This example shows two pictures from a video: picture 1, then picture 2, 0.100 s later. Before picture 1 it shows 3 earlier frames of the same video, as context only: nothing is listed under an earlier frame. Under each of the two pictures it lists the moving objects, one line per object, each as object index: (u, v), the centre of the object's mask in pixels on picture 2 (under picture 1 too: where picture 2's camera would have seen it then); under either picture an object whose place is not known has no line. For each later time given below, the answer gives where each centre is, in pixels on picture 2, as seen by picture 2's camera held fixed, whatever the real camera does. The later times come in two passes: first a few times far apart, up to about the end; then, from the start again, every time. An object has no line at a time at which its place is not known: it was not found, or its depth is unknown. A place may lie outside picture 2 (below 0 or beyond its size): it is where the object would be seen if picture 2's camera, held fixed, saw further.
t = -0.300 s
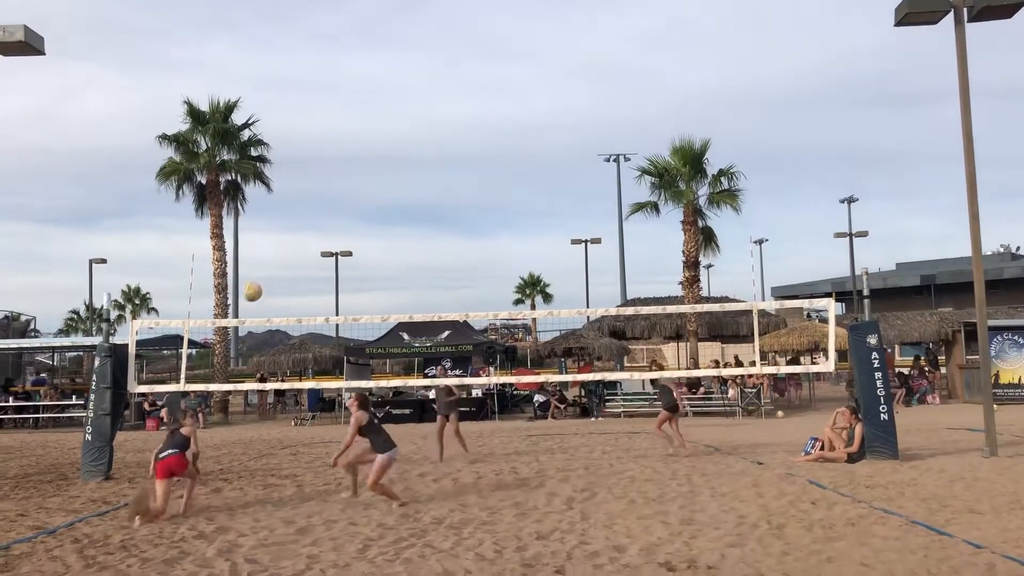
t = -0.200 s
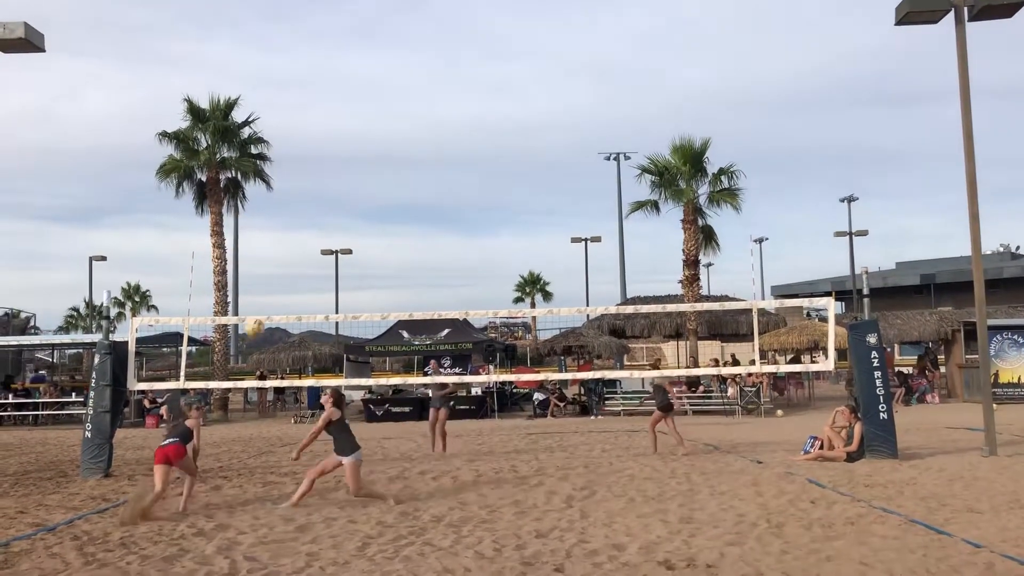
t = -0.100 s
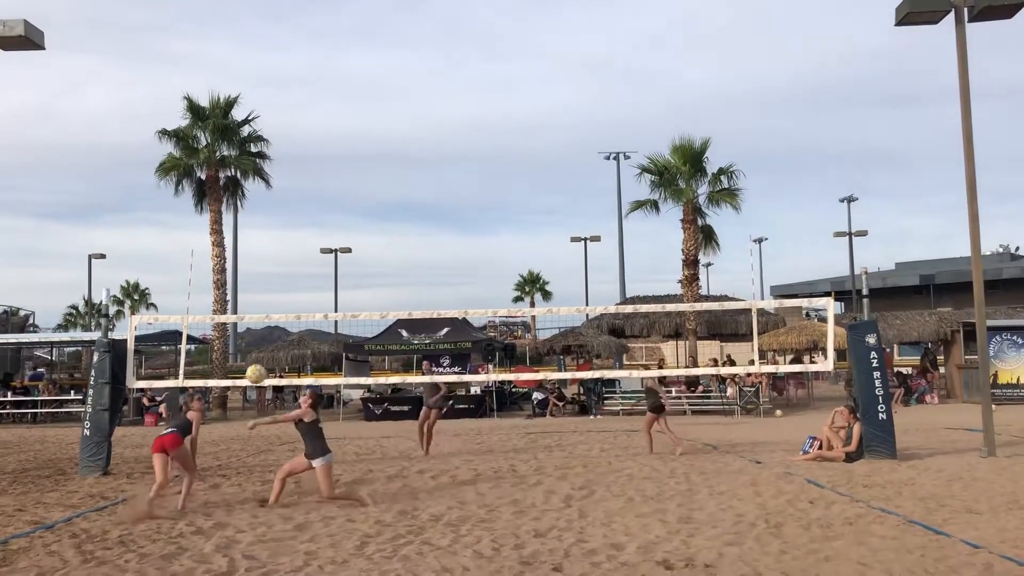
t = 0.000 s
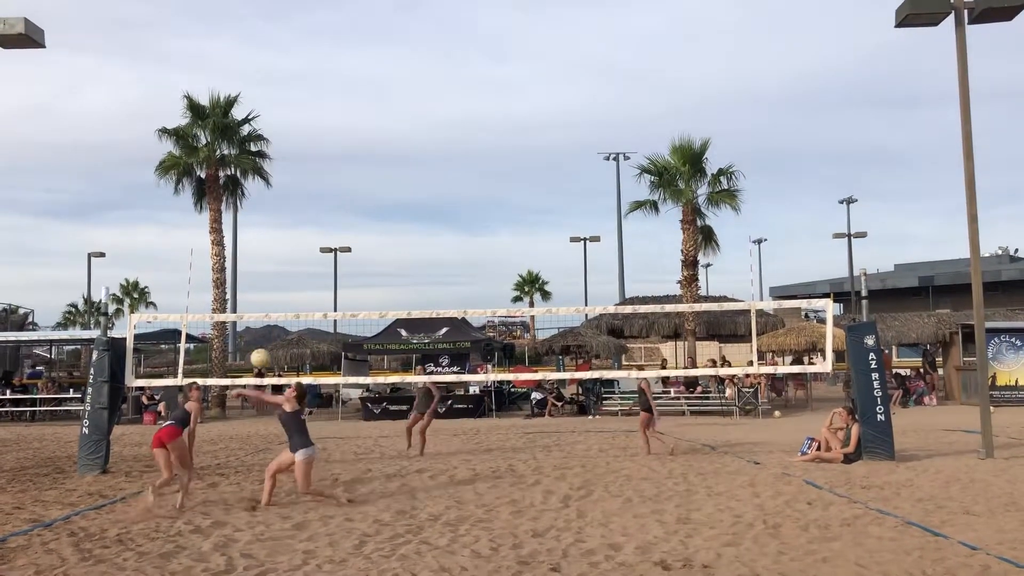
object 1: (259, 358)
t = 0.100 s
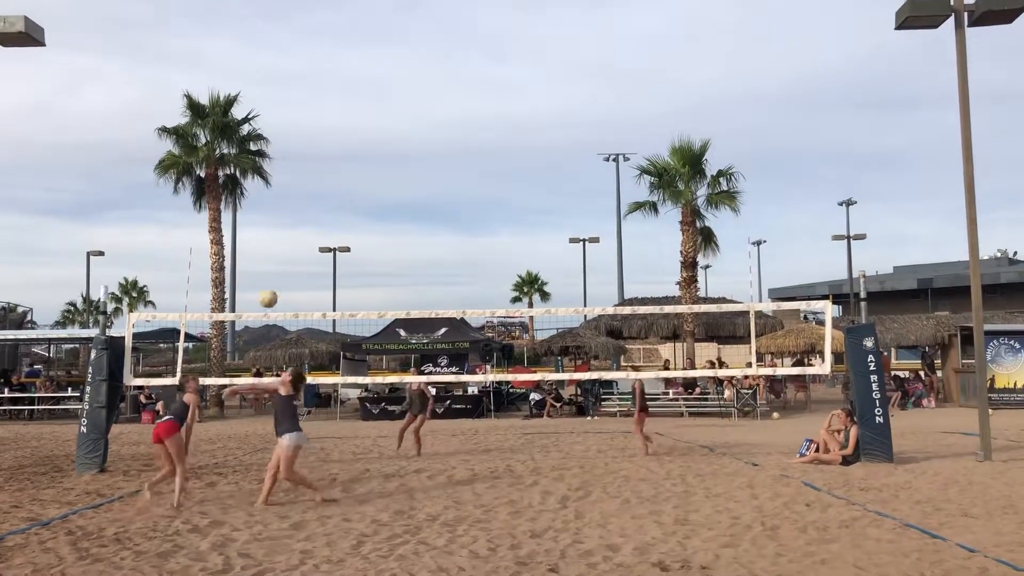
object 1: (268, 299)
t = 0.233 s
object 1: (280, 236)
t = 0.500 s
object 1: (302, 165)
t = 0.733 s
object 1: (320, 151)
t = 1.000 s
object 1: (340, 184)
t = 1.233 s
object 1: (356, 251)
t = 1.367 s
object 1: (364, 303)
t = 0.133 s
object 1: (271, 281)
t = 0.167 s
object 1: (274, 265)
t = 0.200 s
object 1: (276, 250)
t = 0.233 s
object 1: (280, 236)
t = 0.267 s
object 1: (283, 224)
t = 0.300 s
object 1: (285, 213)
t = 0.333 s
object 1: (288, 202)
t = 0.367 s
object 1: (291, 192)
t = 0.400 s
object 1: (293, 184)
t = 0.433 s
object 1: (296, 177)
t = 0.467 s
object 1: (299, 170)
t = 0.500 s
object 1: (302, 165)
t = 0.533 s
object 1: (304, 160)
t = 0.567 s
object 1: (307, 157)
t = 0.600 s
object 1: (310, 154)
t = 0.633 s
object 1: (312, 151)
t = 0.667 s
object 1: (315, 150)
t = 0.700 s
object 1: (318, 150)
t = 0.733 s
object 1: (320, 151)
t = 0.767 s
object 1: (322, 152)
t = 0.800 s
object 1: (325, 155)
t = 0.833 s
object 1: (328, 157)
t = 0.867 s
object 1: (330, 161)
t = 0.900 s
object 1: (333, 166)
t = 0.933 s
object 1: (335, 171)
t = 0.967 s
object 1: (337, 177)
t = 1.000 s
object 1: (340, 184)
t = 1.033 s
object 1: (342, 191)
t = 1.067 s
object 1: (345, 200)
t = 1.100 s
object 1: (347, 208)
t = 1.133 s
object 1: (349, 218)
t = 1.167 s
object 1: (351, 228)
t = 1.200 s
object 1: (354, 239)
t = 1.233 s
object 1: (356, 251)
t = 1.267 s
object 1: (359, 262)
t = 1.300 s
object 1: (360, 275)
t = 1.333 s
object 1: (363, 289)
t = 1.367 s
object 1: (364, 303)
